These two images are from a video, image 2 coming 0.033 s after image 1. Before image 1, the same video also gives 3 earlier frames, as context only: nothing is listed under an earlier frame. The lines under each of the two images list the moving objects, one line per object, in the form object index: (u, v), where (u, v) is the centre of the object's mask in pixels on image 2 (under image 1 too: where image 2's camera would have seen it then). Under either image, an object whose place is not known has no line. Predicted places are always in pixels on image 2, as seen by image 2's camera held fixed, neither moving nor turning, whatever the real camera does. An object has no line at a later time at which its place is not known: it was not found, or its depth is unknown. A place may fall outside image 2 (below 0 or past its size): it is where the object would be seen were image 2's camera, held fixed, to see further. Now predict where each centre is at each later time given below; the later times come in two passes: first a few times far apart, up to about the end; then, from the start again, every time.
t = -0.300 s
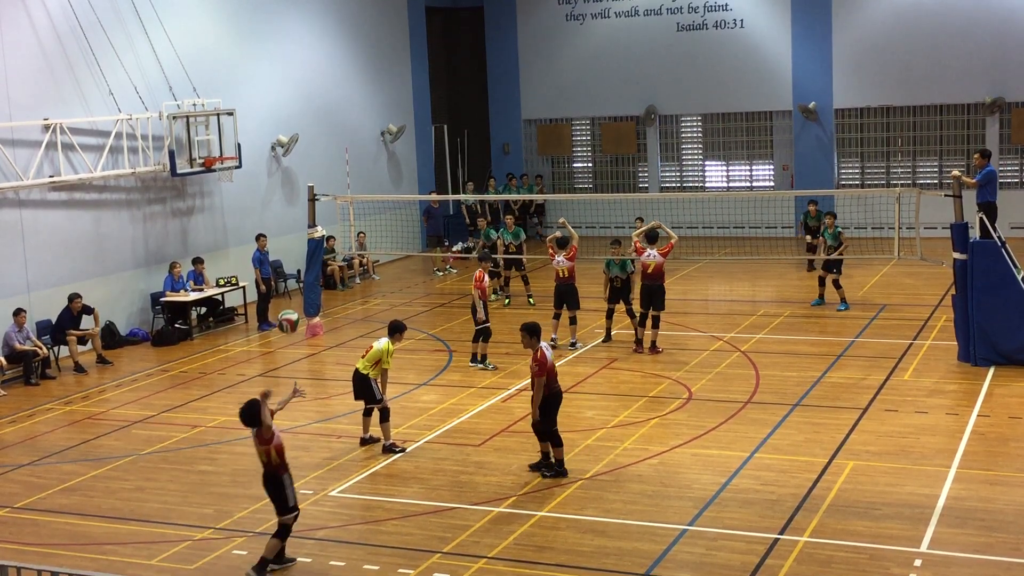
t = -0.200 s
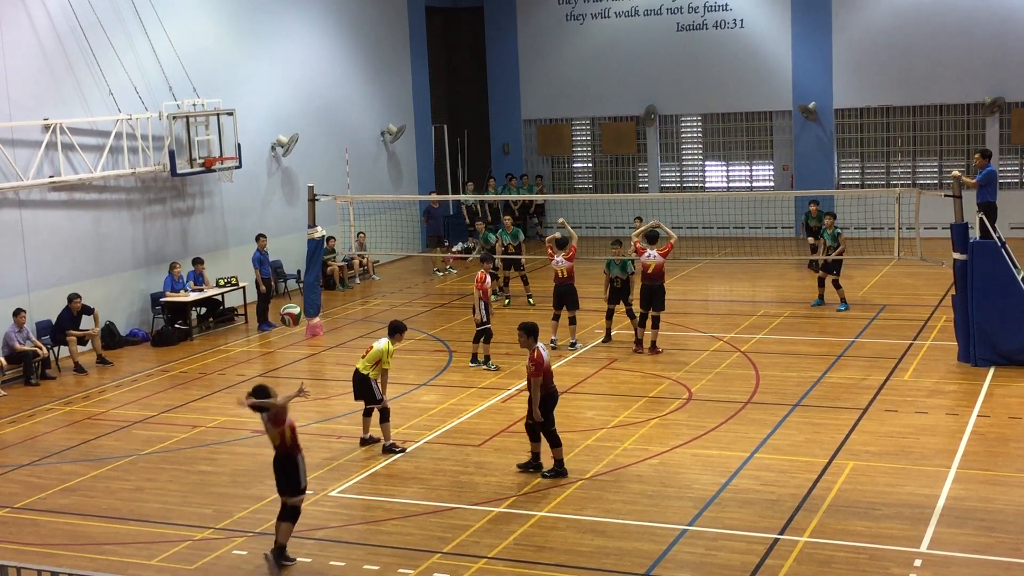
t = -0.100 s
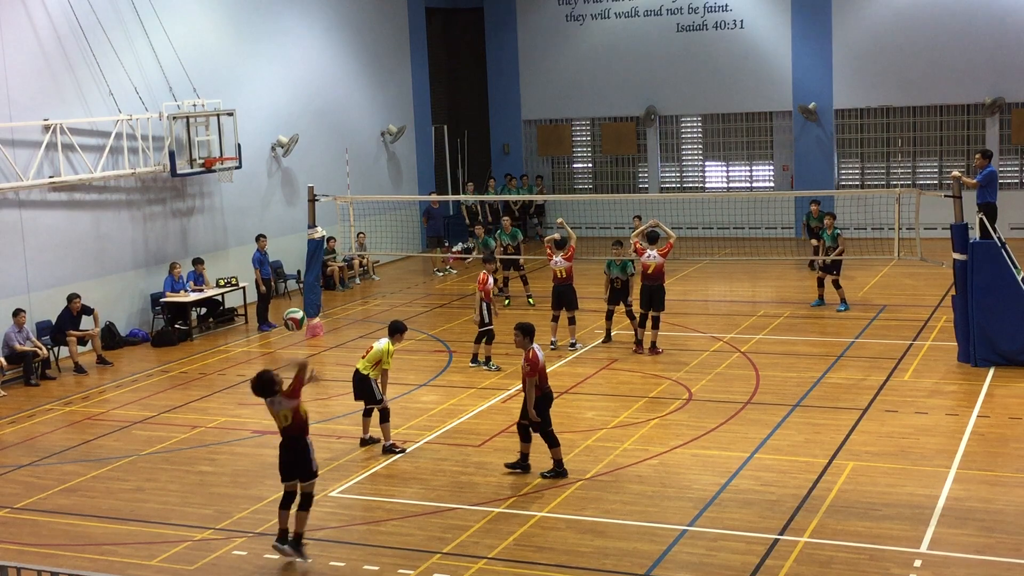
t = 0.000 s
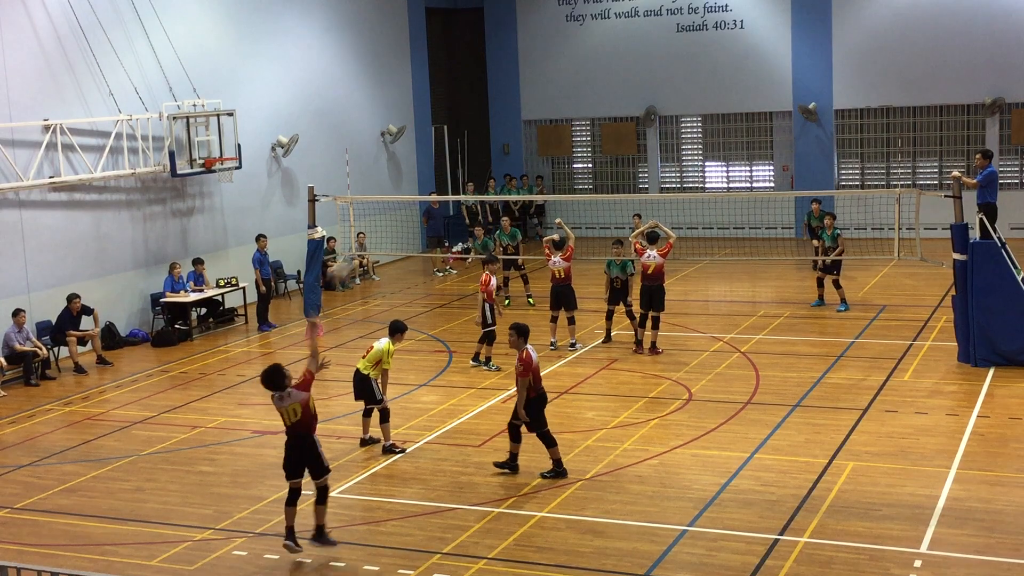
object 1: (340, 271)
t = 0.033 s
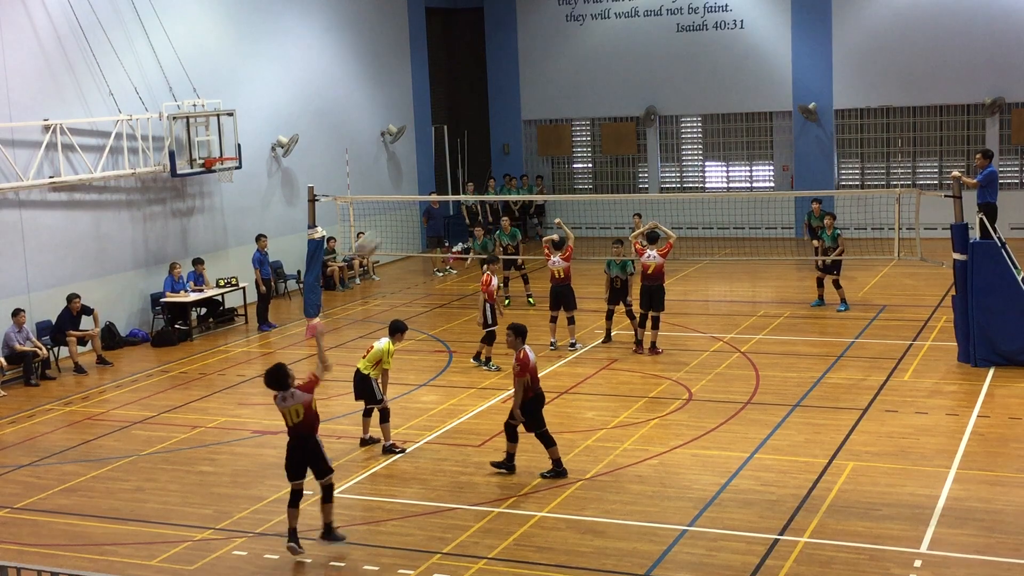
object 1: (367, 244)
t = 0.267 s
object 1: (492, 133)
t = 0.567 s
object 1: (608, 96)
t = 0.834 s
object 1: (676, 125)
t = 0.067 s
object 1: (387, 224)
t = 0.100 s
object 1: (407, 204)
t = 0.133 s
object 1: (426, 185)
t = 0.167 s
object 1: (444, 170)
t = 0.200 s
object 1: (461, 156)
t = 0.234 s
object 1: (477, 144)
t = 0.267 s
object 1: (492, 133)
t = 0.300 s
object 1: (508, 123)
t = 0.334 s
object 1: (521, 115)
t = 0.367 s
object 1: (536, 109)
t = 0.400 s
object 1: (549, 104)
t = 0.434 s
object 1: (562, 100)
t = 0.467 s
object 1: (573, 98)
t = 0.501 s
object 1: (586, 96)
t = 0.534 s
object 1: (597, 96)
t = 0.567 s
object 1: (608, 96)
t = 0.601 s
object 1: (617, 97)
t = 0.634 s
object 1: (627, 99)
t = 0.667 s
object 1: (636, 102)
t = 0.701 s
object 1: (644, 106)
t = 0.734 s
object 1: (652, 111)
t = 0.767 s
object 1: (660, 114)
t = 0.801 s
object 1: (668, 119)
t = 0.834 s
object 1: (676, 125)
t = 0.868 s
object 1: (683, 131)
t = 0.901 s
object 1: (690, 139)
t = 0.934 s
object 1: (698, 147)
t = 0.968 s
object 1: (705, 155)
